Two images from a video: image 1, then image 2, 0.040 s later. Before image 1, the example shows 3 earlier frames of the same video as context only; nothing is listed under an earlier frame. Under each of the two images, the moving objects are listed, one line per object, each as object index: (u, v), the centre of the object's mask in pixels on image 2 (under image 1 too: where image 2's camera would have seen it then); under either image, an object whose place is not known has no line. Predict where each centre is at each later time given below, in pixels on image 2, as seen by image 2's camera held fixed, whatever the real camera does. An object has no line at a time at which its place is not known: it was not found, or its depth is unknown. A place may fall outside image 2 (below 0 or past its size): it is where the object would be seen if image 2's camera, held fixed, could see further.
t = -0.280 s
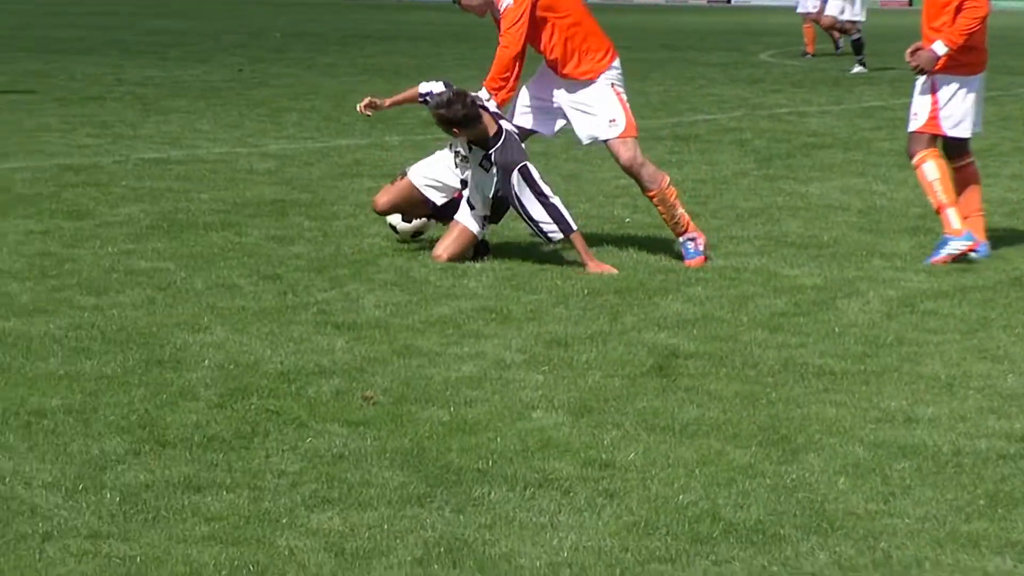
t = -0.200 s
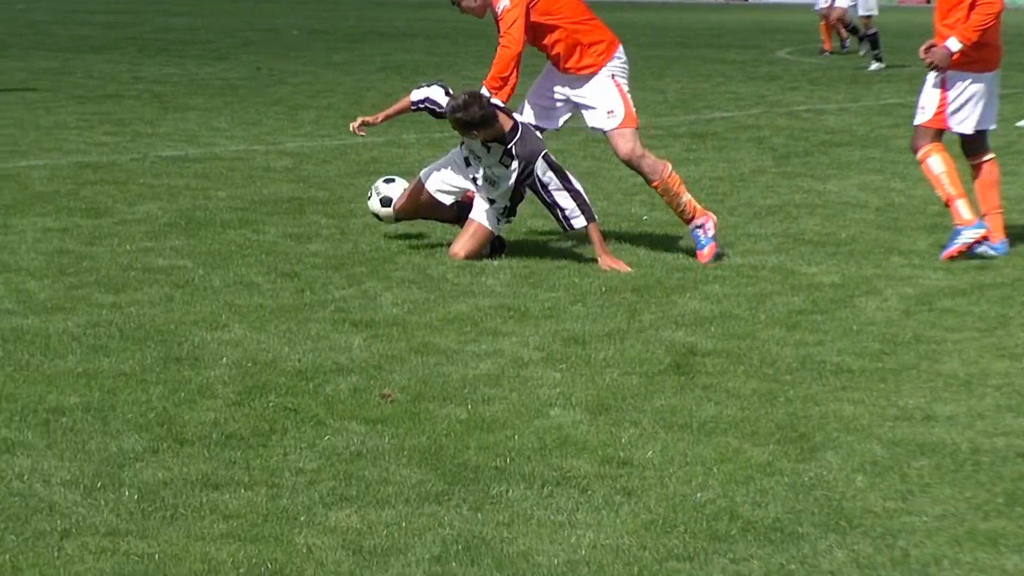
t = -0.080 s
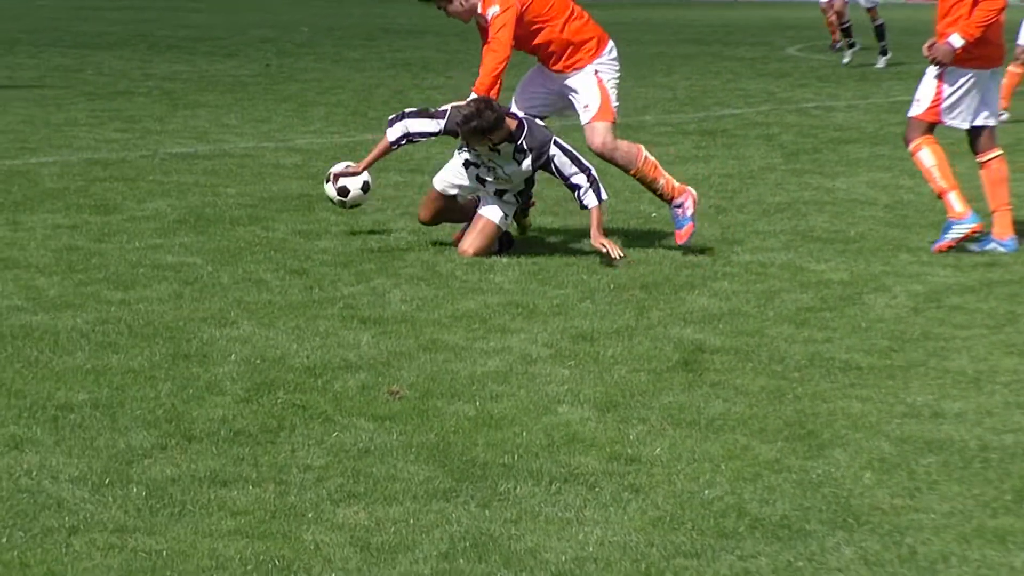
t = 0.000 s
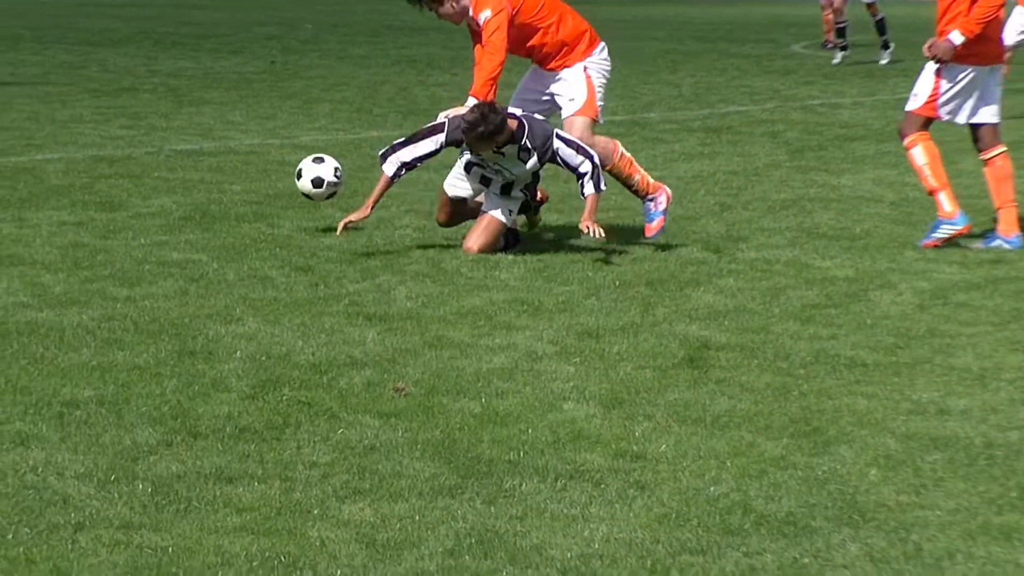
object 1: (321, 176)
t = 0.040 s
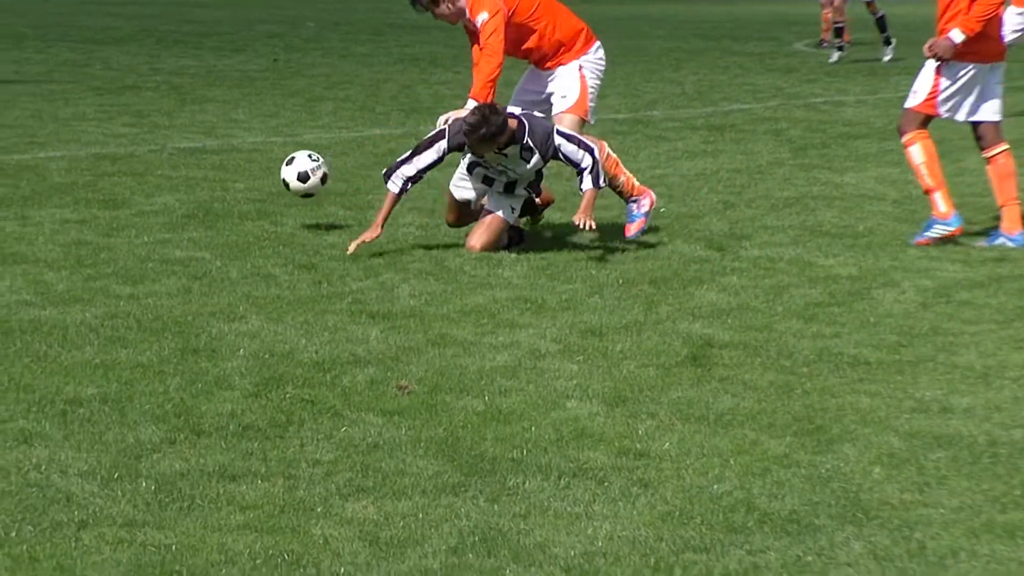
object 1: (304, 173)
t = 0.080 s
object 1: (288, 173)
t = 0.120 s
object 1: (270, 173)
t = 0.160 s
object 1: (253, 176)
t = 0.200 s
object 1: (237, 181)
